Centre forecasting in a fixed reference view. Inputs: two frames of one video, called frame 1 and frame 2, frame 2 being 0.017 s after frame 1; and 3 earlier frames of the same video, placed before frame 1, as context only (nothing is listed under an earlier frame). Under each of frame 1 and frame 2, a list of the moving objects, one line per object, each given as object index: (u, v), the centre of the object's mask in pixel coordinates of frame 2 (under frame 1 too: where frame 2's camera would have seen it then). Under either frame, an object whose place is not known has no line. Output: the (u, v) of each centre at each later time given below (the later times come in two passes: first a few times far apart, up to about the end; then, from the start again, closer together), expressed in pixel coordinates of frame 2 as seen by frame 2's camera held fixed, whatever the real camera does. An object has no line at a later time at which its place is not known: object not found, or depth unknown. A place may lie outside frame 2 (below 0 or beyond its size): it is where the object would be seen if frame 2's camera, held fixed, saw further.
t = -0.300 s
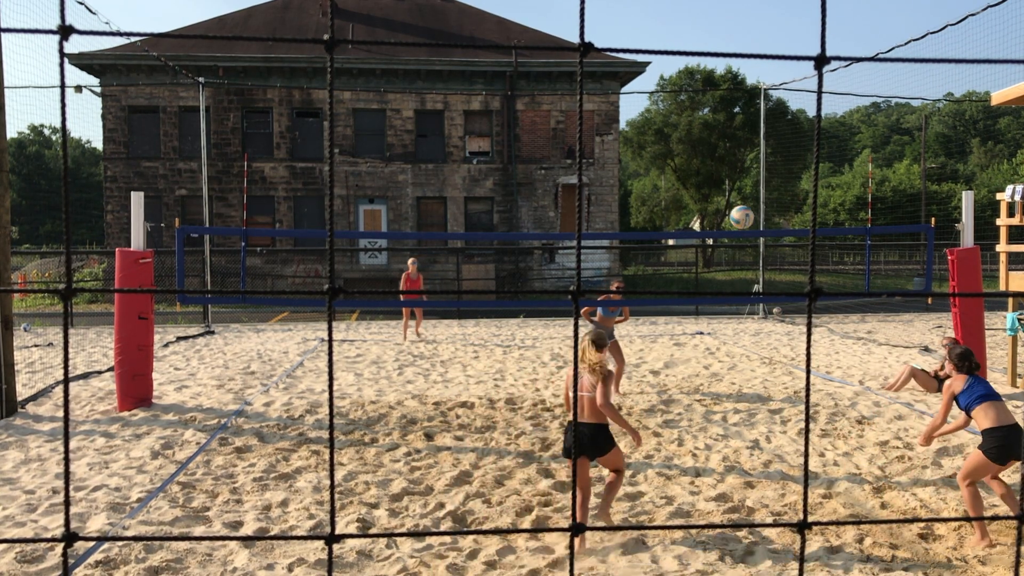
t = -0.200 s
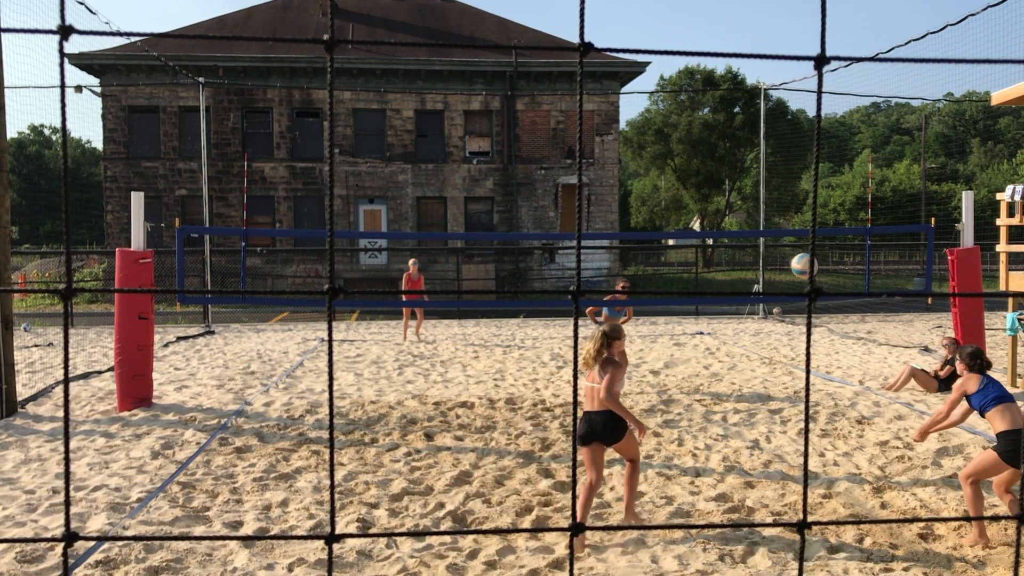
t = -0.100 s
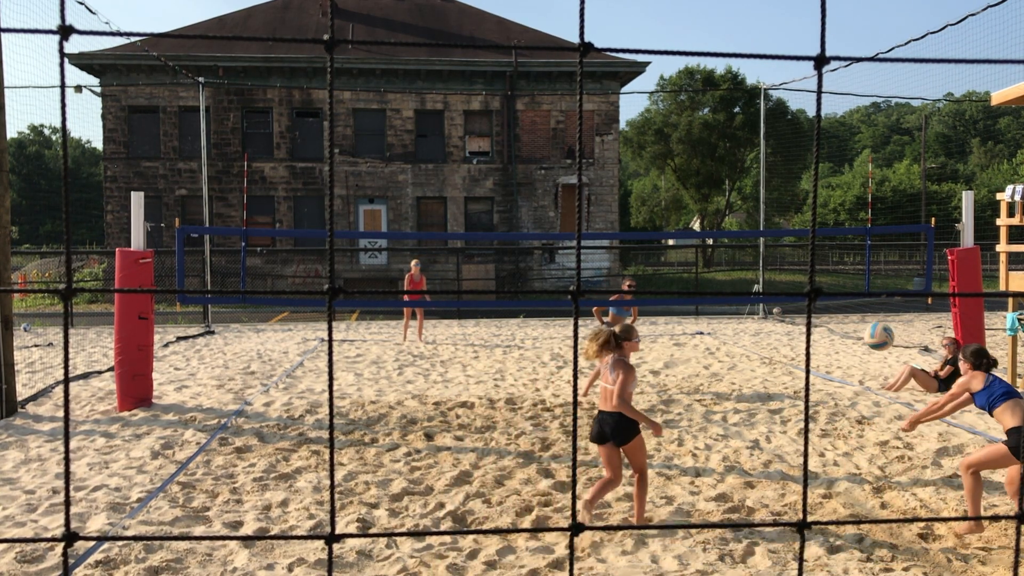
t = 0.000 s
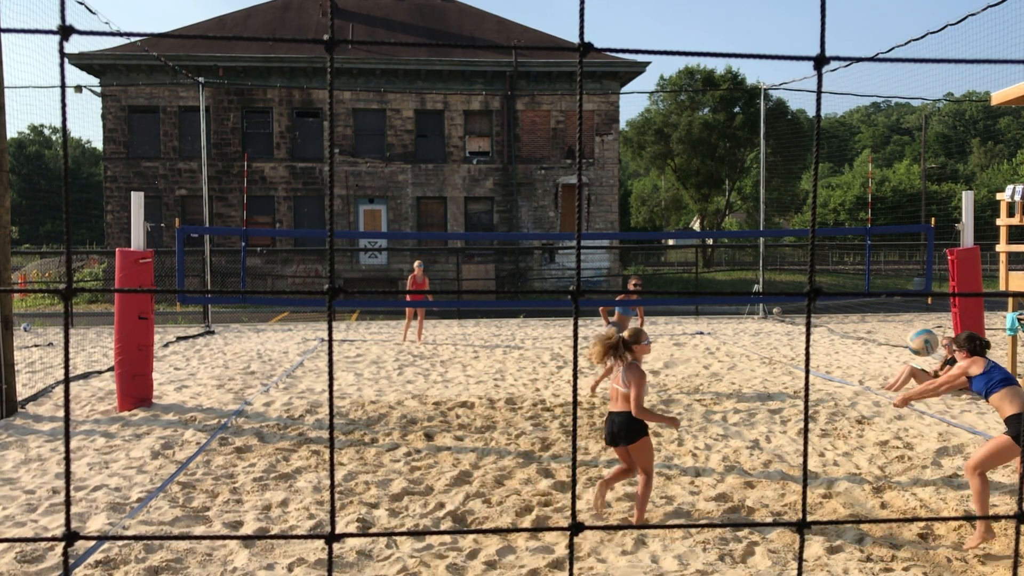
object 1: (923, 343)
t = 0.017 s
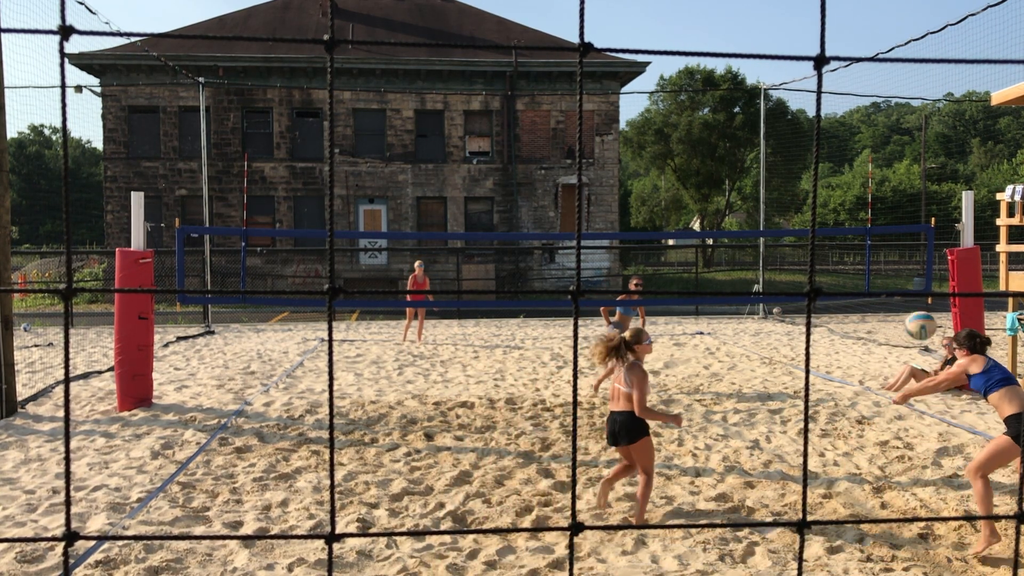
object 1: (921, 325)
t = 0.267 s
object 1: (898, 138)
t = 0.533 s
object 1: (880, 47)
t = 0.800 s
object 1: (866, 43)
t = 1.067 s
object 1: (855, 110)
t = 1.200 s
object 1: (849, 165)
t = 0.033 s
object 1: (919, 310)
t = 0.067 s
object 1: (915, 279)
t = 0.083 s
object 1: (914, 264)
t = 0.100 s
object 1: (913, 251)
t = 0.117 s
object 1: (911, 237)
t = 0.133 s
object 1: (909, 224)
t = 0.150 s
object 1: (908, 212)
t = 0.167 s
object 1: (907, 200)
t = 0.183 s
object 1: (905, 189)
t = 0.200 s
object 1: (903, 177)
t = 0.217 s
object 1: (902, 167)
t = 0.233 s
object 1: (900, 157)
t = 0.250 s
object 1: (899, 148)
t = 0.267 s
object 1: (898, 138)
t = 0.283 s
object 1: (896, 130)
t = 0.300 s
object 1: (895, 121)
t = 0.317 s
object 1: (893, 114)
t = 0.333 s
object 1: (893, 106)
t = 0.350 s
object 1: (891, 98)
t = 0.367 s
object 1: (891, 92)
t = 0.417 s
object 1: (887, 75)
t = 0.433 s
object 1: (886, 71)
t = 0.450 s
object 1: (886, 65)
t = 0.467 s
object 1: (885, 61)
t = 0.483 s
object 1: (883, 56)
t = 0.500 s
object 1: (882, 53)
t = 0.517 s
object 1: (882, 48)
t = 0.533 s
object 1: (880, 47)
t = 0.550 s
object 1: (879, 44)
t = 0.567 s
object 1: (878, 42)
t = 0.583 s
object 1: (877, 40)
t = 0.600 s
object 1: (876, 38)
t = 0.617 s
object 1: (875, 37)
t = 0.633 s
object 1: (874, 36)
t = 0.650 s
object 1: (873, 35)
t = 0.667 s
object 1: (872, 35)
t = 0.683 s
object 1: (872, 35)
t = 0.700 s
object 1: (871, 35)
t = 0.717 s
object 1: (870, 36)
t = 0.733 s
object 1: (869, 37)
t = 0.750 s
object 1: (868, 38)
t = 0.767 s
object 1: (868, 40)
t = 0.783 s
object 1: (867, 41)
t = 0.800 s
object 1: (866, 43)
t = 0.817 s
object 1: (865, 46)
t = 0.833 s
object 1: (864, 48)
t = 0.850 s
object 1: (863, 49)
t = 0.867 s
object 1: (862, 54)
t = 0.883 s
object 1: (861, 57)
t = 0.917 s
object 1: (861, 65)
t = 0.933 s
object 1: (859, 70)
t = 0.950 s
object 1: (859, 73)
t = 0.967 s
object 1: (858, 78)
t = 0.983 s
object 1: (858, 82)
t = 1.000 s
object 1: (858, 88)
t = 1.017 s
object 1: (856, 93)
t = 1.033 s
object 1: (856, 99)
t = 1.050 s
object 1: (855, 105)
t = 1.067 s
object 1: (855, 110)
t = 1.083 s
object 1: (854, 117)
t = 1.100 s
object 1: (853, 123)
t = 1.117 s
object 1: (852, 130)
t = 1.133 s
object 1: (851, 136)
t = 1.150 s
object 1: (850, 143)
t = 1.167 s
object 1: (850, 150)
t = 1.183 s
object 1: (849, 157)
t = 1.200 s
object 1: (849, 165)
